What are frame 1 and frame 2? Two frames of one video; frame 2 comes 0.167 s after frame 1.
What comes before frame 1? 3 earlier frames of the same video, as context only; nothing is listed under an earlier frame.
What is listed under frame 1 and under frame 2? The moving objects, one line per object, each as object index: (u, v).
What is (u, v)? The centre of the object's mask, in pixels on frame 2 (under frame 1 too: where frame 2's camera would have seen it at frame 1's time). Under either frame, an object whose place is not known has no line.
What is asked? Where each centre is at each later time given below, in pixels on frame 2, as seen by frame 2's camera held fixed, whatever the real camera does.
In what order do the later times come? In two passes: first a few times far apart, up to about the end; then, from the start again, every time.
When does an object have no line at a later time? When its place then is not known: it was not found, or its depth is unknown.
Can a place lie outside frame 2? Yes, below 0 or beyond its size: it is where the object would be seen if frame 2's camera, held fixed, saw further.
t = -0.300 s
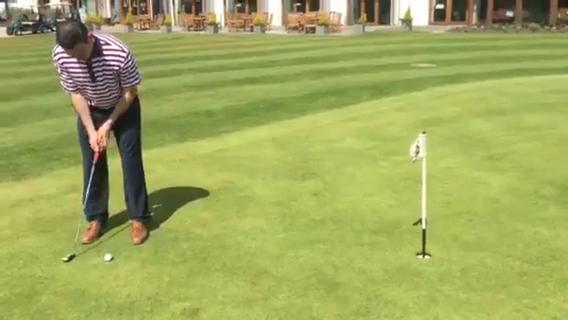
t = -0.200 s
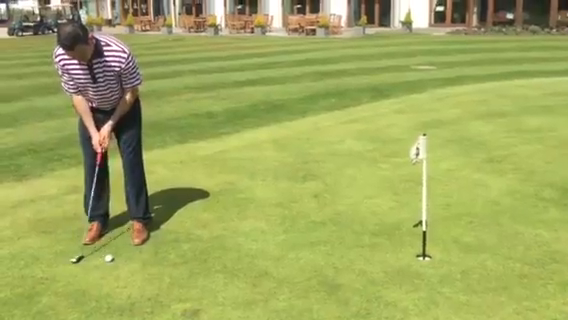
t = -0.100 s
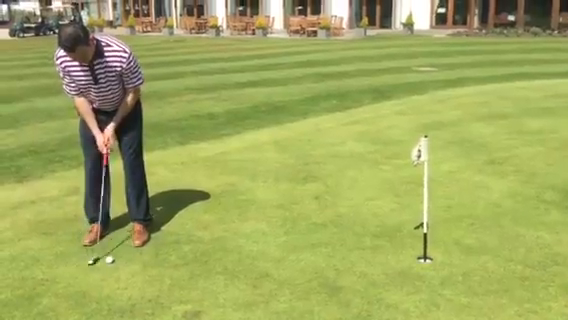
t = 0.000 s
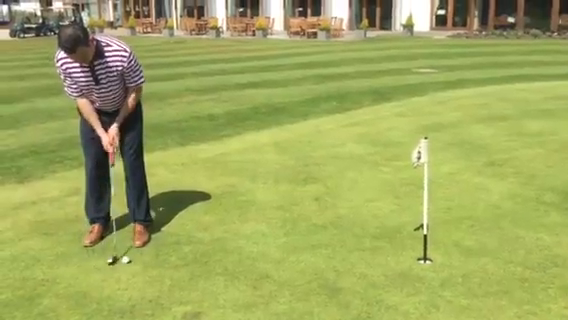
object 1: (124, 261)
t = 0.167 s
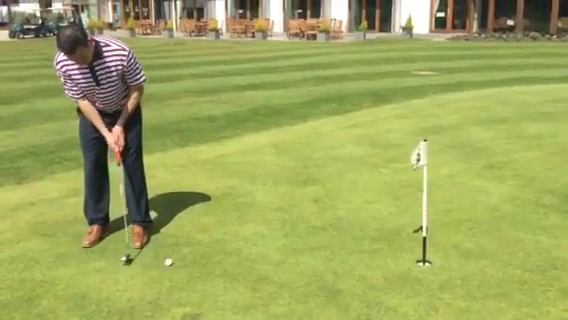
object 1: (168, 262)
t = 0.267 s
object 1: (190, 262)
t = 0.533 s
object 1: (245, 262)
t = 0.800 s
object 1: (294, 263)
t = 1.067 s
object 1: (336, 261)
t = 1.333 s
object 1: (371, 259)
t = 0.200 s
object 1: (176, 262)
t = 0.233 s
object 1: (183, 262)
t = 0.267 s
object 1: (190, 262)
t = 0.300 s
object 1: (198, 262)
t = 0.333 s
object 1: (205, 262)
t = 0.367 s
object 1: (211, 262)
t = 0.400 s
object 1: (218, 262)
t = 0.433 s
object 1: (226, 262)
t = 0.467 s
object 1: (232, 262)
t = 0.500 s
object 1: (238, 263)
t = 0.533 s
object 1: (245, 262)
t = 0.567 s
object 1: (251, 262)
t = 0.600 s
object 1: (258, 262)
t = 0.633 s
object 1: (264, 262)
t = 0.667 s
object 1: (270, 262)
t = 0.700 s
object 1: (276, 263)
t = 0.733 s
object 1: (282, 263)
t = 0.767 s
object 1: (288, 263)
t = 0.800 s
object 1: (294, 263)
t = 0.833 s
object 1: (300, 262)
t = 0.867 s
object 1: (305, 262)
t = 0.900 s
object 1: (310, 262)
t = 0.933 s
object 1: (316, 262)
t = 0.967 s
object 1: (321, 262)
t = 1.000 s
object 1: (326, 262)
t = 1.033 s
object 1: (331, 261)
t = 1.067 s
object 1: (336, 261)
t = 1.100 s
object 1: (340, 261)
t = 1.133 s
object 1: (345, 261)
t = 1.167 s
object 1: (350, 261)
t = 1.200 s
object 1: (355, 261)
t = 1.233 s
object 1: (359, 260)
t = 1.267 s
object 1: (363, 260)
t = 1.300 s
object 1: (367, 259)
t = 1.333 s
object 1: (371, 259)
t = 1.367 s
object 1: (374, 259)
